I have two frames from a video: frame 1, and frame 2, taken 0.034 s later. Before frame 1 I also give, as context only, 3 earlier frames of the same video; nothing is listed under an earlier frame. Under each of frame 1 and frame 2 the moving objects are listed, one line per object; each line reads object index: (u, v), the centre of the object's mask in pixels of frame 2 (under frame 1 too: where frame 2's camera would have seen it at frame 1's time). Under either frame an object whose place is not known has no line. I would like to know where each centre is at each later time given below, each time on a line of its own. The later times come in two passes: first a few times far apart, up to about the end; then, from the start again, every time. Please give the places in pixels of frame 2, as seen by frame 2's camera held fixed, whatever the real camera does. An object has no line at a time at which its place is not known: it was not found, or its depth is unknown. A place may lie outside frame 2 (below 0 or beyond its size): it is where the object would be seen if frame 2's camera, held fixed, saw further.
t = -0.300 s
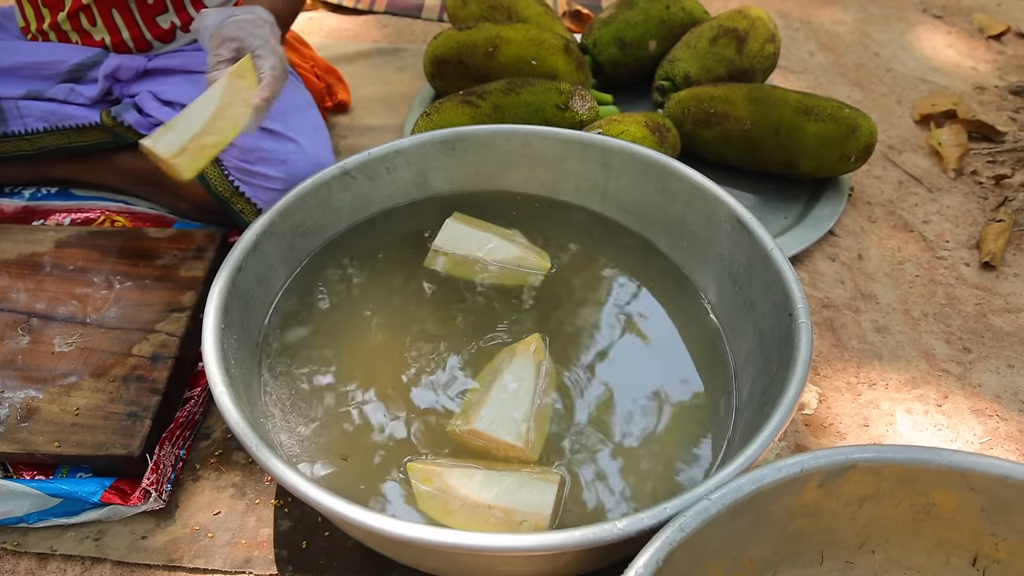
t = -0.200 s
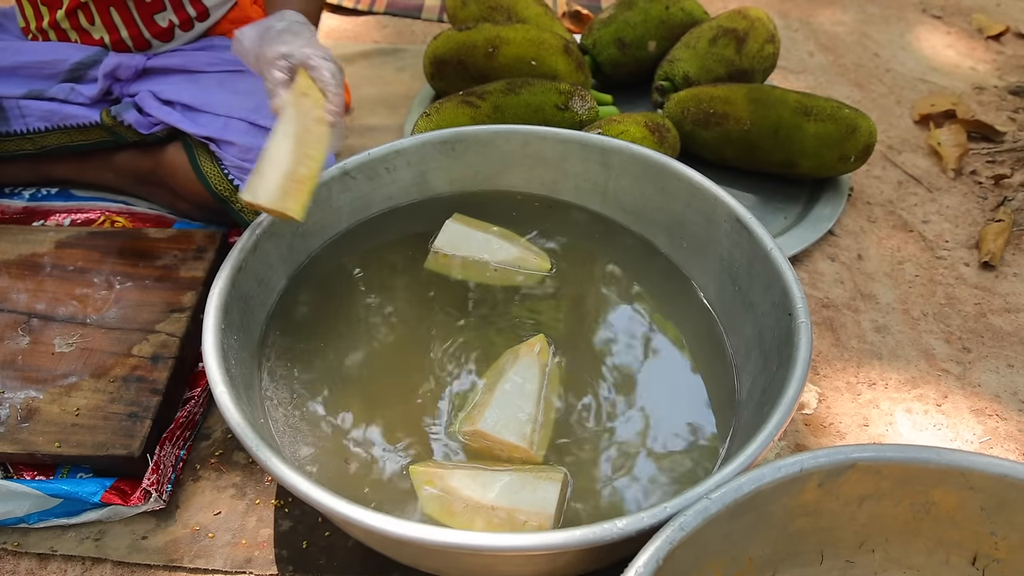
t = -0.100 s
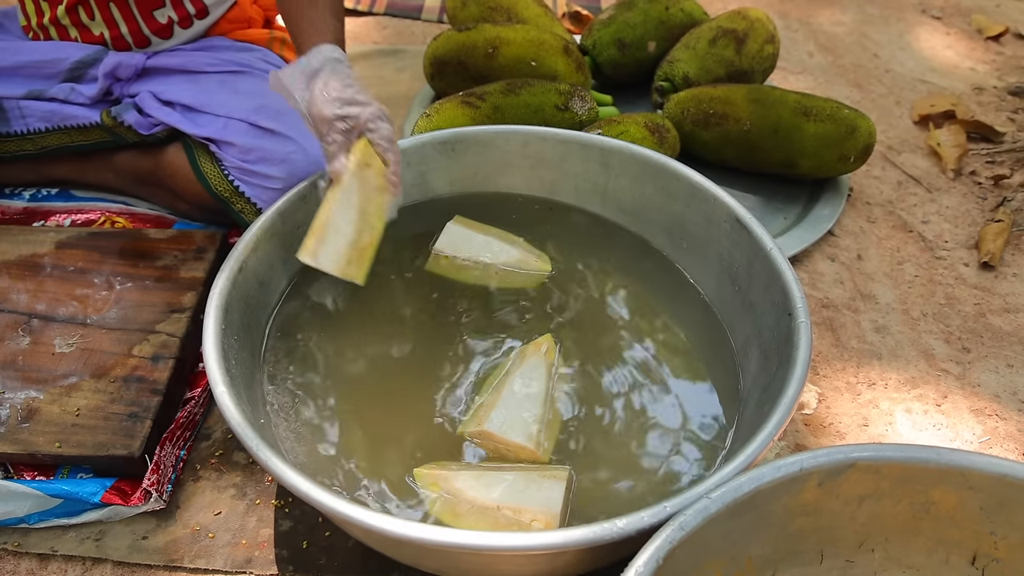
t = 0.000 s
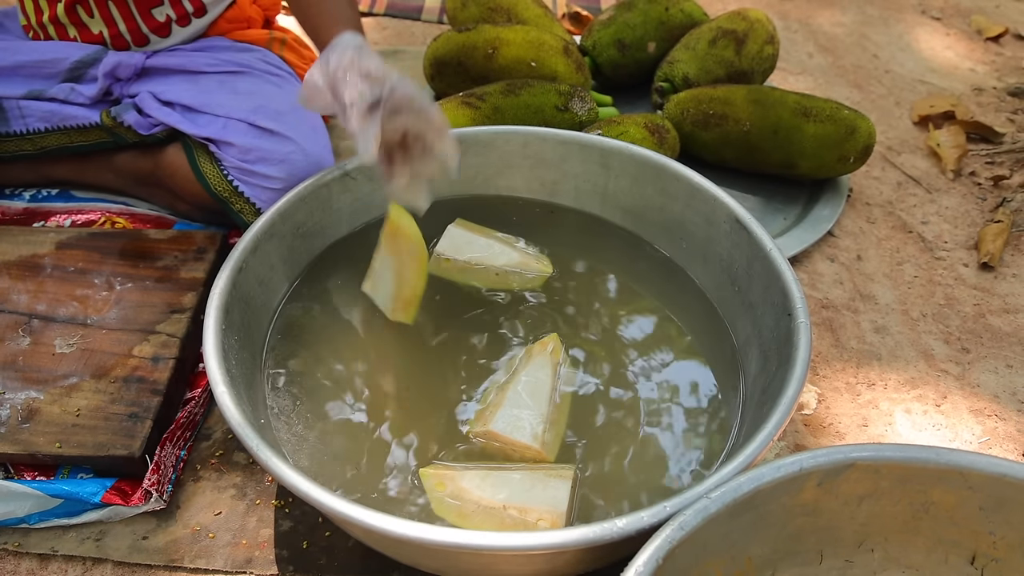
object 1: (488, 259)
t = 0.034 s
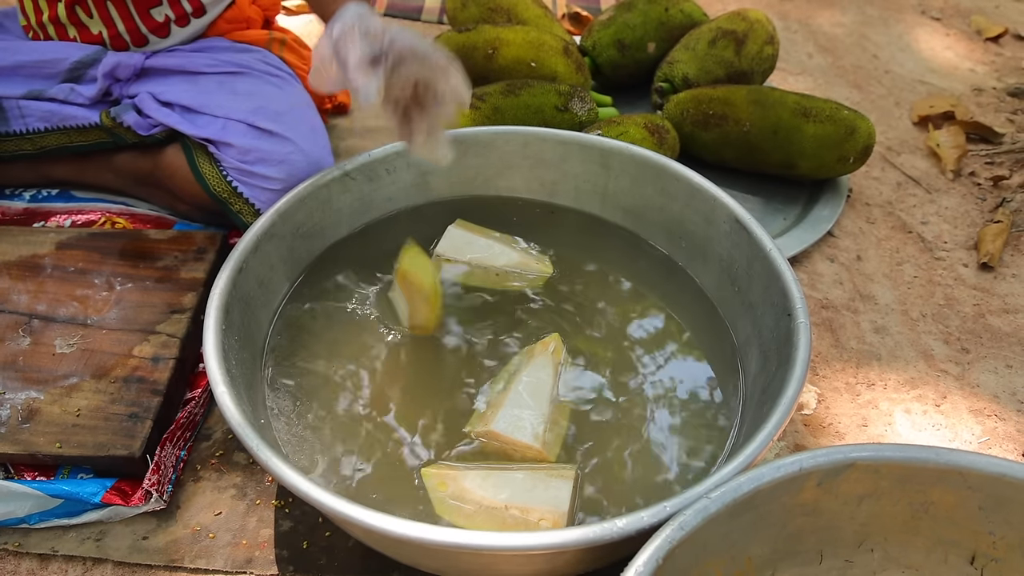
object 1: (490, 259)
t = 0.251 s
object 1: (487, 255)
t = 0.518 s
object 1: (471, 257)
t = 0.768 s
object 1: (468, 258)
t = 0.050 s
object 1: (489, 259)
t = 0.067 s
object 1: (490, 259)
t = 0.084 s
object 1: (490, 258)
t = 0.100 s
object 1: (490, 258)
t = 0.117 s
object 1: (486, 259)
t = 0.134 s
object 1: (487, 258)
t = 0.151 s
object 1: (487, 257)
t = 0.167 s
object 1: (488, 256)
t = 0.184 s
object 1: (488, 256)
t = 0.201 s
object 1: (488, 256)
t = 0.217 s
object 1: (487, 256)
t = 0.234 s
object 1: (487, 255)
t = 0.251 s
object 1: (487, 255)
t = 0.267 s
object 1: (487, 255)
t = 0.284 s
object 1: (487, 254)
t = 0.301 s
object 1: (486, 254)
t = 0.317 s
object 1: (486, 254)
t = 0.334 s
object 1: (484, 254)
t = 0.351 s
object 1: (482, 254)
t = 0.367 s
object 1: (480, 255)
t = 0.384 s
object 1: (479, 255)
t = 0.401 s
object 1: (478, 255)
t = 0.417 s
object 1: (476, 256)
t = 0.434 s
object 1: (475, 257)
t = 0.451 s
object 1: (474, 257)
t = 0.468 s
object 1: (473, 257)
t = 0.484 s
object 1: (472, 257)
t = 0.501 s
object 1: (471, 257)
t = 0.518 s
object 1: (471, 257)
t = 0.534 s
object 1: (470, 257)
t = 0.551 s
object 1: (470, 258)
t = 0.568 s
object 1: (469, 258)
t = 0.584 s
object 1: (468, 259)
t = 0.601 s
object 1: (467, 260)
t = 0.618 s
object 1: (466, 259)
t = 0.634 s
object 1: (465, 259)
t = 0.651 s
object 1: (466, 260)
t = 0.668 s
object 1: (466, 260)
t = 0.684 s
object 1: (466, 259)
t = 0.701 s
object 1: (466, 259)
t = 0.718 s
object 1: (466, 258)
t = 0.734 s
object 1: (468, 258)
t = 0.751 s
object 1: (468, 258)
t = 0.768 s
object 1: (468, 258)
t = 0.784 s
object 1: (468, 258)
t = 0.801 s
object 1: (469, 259)
